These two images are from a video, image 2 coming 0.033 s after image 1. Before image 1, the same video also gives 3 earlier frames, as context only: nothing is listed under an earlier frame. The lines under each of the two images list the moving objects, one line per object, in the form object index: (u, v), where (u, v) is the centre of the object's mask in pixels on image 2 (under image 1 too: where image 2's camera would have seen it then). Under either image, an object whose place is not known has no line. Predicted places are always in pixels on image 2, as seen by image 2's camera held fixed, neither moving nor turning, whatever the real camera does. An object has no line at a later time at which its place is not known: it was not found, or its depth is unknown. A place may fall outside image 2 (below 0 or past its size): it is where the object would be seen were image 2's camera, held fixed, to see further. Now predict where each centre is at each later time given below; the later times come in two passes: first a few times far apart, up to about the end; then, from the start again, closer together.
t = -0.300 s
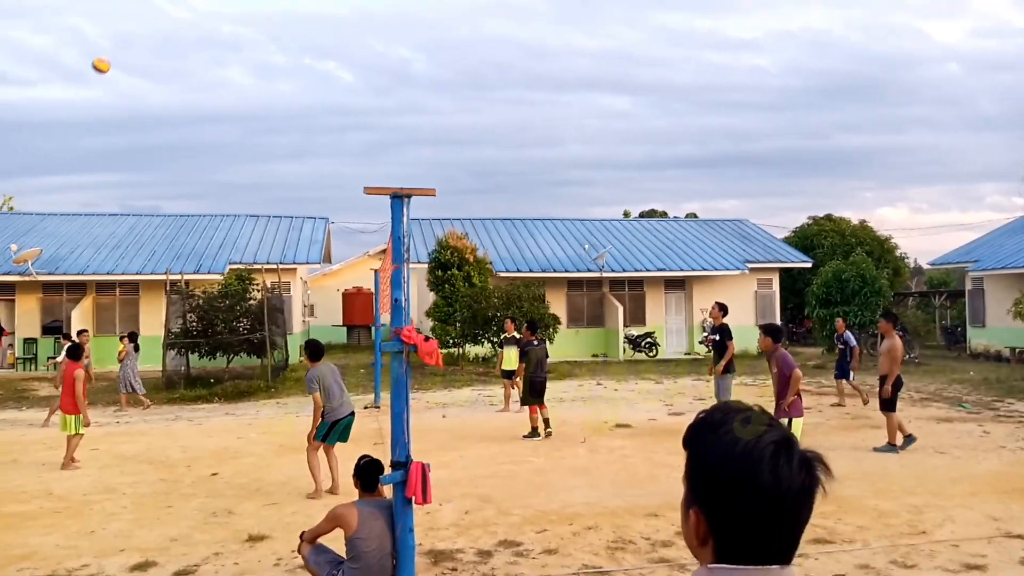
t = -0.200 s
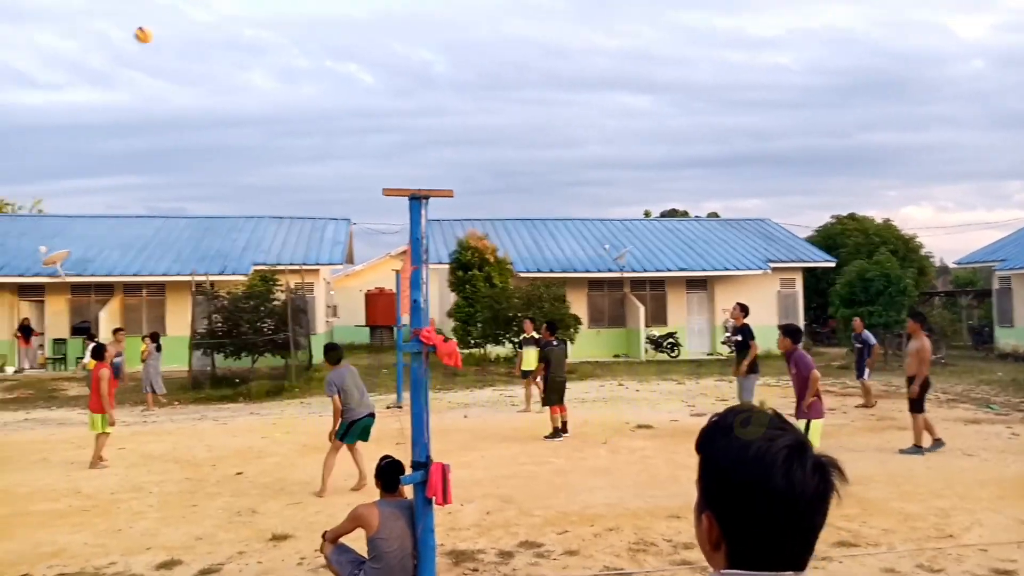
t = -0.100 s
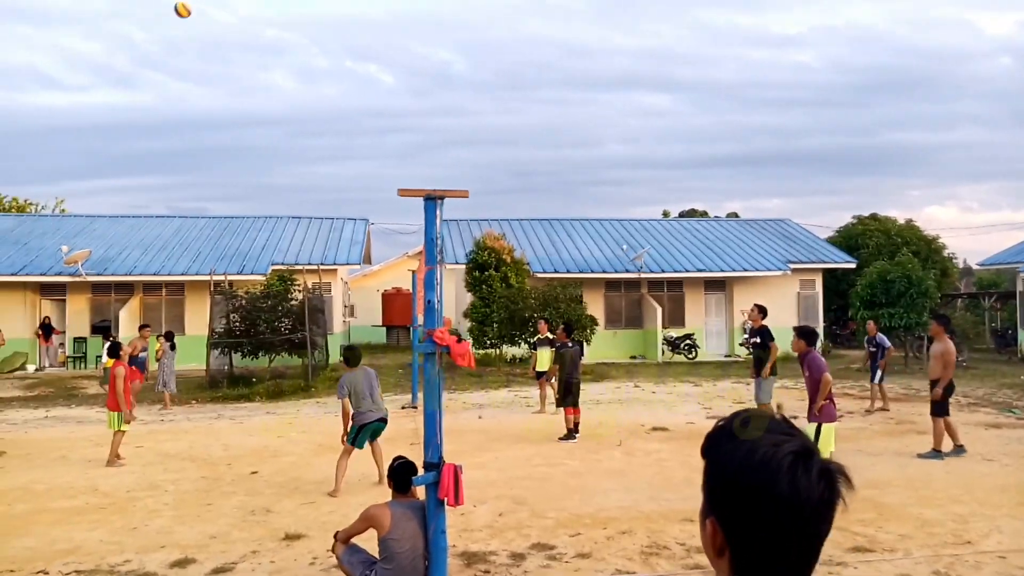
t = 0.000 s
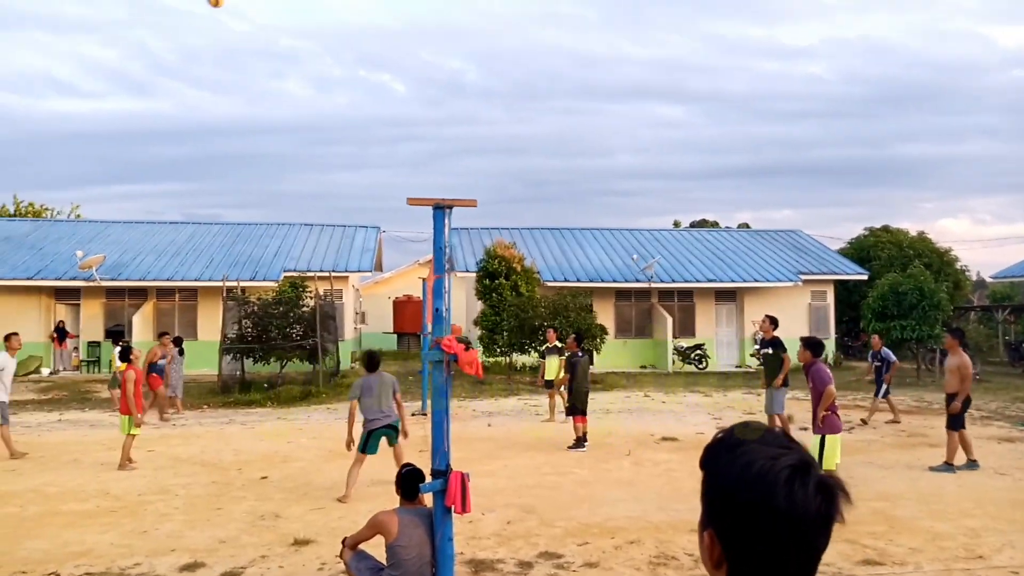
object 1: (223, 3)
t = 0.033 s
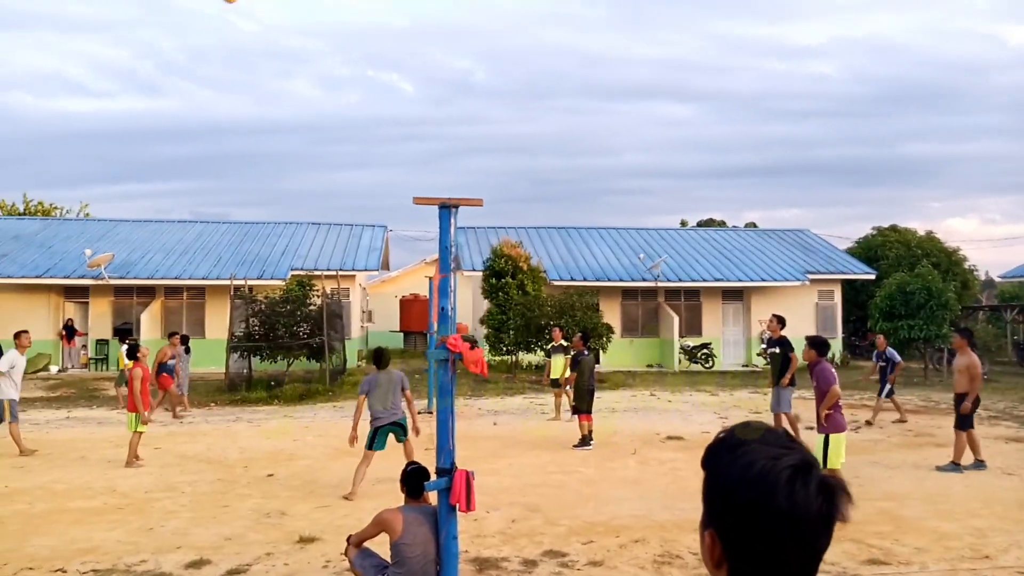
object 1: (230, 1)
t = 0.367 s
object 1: (293, -2)
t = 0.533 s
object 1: (316, 17)
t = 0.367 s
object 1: (293, -2)
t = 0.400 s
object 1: (298, 0)
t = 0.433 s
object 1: (304, 4)
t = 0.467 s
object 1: (310, 9)
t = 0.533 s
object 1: (316, 17)
